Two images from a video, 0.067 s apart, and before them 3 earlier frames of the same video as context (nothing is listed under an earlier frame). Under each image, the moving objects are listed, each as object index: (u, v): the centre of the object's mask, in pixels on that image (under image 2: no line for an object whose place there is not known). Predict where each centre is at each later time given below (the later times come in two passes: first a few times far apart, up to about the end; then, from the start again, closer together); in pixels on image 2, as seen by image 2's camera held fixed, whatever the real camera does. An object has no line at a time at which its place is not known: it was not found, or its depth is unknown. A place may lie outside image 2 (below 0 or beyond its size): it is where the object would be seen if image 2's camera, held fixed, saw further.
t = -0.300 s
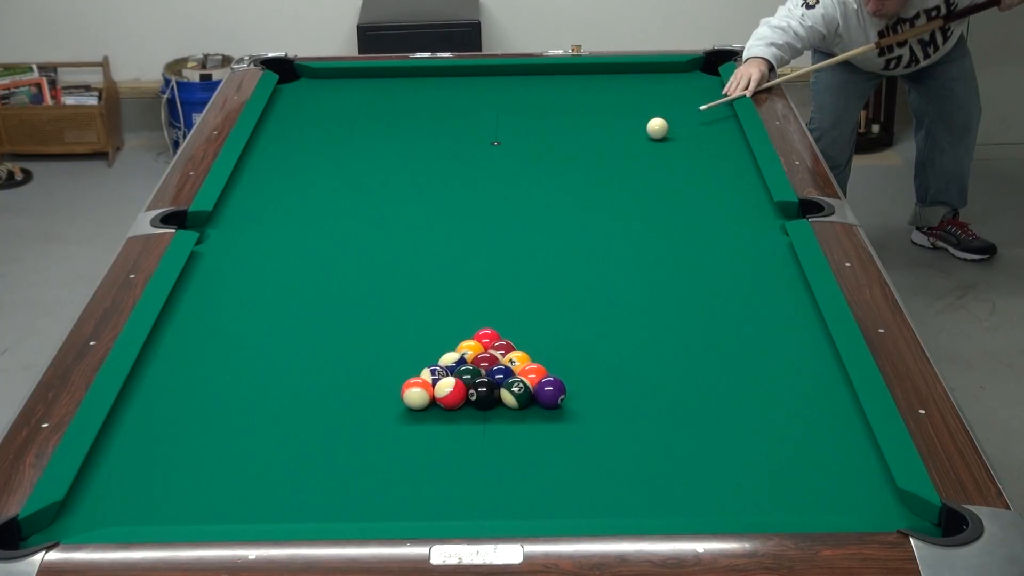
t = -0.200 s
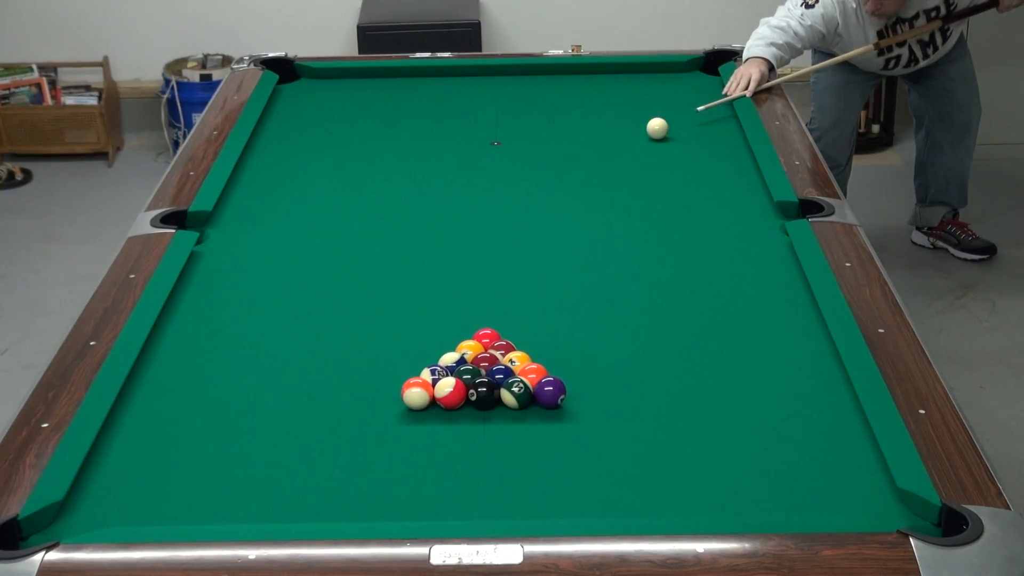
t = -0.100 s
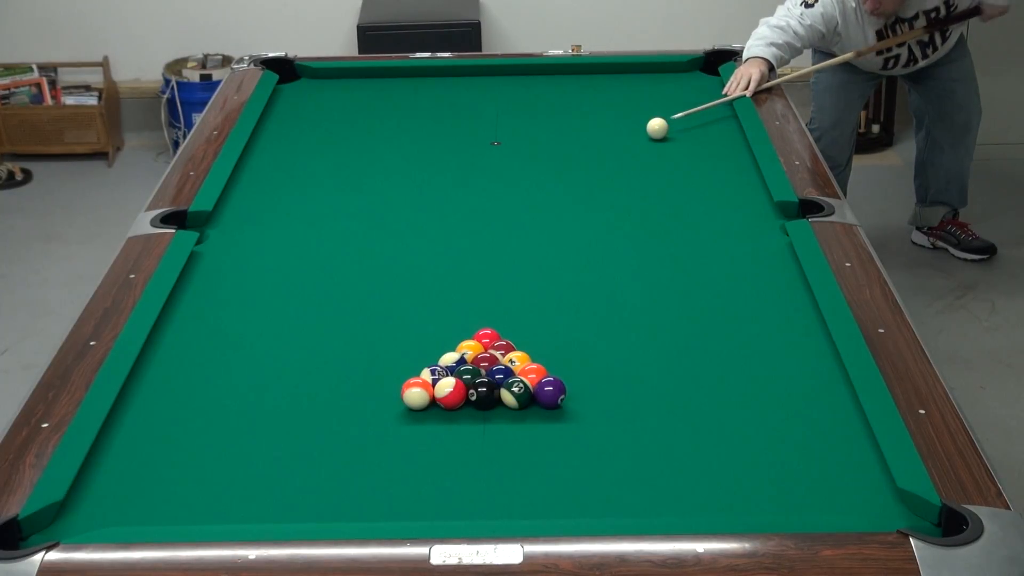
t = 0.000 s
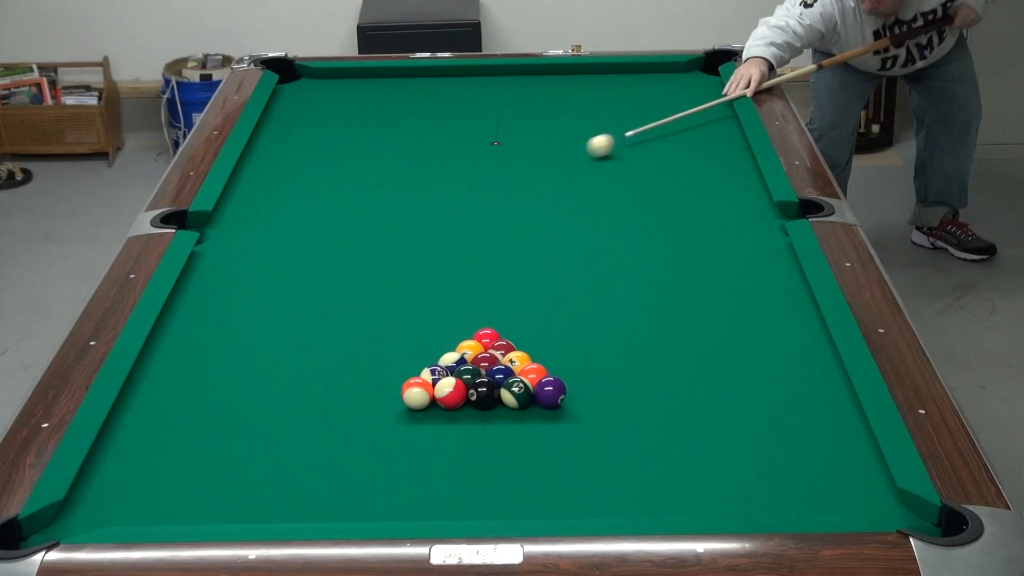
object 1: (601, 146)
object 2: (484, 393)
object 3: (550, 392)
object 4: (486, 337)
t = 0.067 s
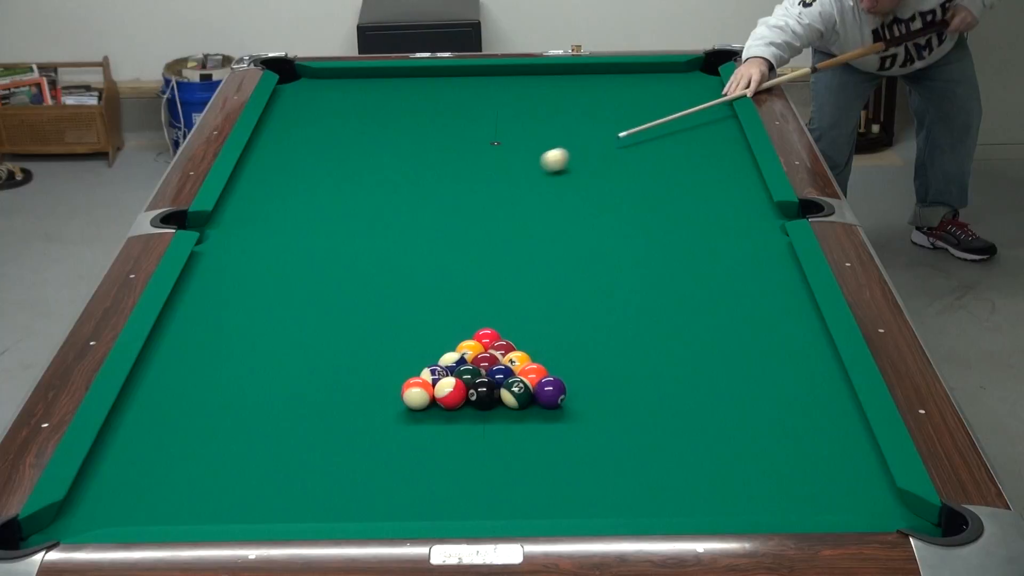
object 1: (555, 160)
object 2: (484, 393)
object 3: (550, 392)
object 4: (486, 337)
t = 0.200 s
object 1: (462, 188)
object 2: (484, 393)
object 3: (550, 392)
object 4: (486, 337)
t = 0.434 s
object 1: (281, 243)
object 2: (484, 393)
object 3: (550, 392)
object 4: (486, 337)
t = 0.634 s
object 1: (242, 283)
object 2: (484, 393)
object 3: (550, 392)
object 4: (486, 337)
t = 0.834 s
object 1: (319, 310)
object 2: (484, 393)
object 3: (550, 392)
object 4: (486, 337)
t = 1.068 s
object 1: (398, 345)
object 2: (484, 393)
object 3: (550, 392)
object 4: (486, 337)
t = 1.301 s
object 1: (424, 359)
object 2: (482, 414)
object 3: (575, 392)
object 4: (491, 334)
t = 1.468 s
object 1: (420, 363)
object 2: (481, 437)
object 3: (600, 392)
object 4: (498, 331)
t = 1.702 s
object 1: (415, 366)
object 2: (478, 470)
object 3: (633, 391)
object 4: (505, 327)
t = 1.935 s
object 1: (411, 368)
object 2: (475, 503)
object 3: (664, 390)
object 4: (510, 323)
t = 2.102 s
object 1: (408, 369)
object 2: (472, 509)
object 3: (684, 390)
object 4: (514, 320)
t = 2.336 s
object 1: (408, 369)
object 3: (711, 389)
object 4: (518, 316)
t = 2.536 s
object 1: (407, 370)
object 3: (732, 389)
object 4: (520, 314)
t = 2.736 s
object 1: (407, 370)
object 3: (751, 389)
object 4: (521, 312)
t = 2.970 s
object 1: (408, 369)
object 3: (772, 389)
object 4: (521, 310)
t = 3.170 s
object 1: (408, 369)
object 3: (788, 388)
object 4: (522, 310)
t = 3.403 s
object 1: (408, 369)
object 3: (804, 388)
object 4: (522, 310)
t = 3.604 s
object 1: (408, 370)
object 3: (816, 387)
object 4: (521, 311)
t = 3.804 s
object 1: (408, 369)
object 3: (827, 387)
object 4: (522, 310)
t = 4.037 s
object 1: (408, 370)
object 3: (836, 387)
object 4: (521, 310)
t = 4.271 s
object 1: (408, 370)
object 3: (832, 388)
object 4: (521, 310)
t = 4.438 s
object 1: (408, 369)
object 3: (830, 388)
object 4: (521, 310)
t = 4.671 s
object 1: (408, 370)
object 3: (828, 388)
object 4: (521, 310)
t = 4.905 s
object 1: (408, 370)
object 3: (828, 388)
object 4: (521, 310)
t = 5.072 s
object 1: (408, 370)
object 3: (828, 388)
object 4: (521, 310)
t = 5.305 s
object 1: (408, 369)
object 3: (828, 388)
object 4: (522, 311)
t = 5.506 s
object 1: (408, 369)
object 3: (828, 388)
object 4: (522, 311)
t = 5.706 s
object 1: (408, 369)
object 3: (828, 388)
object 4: (522, 311)
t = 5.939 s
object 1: (408, 369)
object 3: (828, 388)
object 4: (522, 311)
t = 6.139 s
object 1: (408, 369)
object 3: (828, 388)
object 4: (522, 311)
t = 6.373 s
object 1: (408, 370)
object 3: (828, 388)
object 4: (522, 311)
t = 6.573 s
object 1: (408, 370)
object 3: (828, 388)
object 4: (522, 311)
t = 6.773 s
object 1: (408, 370)
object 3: (828, 388)
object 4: (522, 310)
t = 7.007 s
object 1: (408, 369)
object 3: (828, 388)
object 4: (522, 310)
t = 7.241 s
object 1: (408, 369)
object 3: (828, 388)
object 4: (522, 311)
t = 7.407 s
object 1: (408, 369)
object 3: (828, 388)
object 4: (522, 311)
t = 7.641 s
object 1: (408, 369)
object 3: (828, 388)
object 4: (522, 311)
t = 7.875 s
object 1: (408, 369)
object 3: (828, 388)
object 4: (522, 311)
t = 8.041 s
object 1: (408, 369)
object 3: (828, 388)
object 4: (522, 310)
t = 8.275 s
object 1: (408, 369)
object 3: (828, 388)
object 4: (522, 311)
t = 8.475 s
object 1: (408, 369)
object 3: (828, 388)
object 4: (521, 310)
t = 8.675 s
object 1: (408, 369)
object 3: (828, 388)
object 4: (521, 310)
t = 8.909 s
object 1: (408, 369)
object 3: (828, 388)
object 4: (521, 310)
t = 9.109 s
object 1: (408, 370)
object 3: (828, 388)
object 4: (522, 310)
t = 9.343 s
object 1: (408, 369)
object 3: (828, 388)
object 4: (522, 310)
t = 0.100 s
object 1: (532, 167)
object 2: (484, 393)
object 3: (550, 392)
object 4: (486, 337)
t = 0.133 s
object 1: (509, 174)
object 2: (484, 393)
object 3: (550, 392)
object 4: (486, 337)
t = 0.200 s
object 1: (462, 188)
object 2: (484, 393)
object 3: (550, 392)
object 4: (486, 337)
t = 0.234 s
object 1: (438, 196)
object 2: (484, 393)
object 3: (550, 392)
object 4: (486, 337)
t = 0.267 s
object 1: (414, 203)
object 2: (484, 393)
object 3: (550, 392)
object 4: (486, 337)
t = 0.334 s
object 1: (363, 219)
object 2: (484, 393)
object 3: (550, 392)
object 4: (486, 337)
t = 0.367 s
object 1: (336, 227)
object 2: (484, 393)
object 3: (550, 392)
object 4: (486, 337)
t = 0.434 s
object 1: (281, 243)
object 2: (484, 393)
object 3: (550, 392)
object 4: (486, 337)
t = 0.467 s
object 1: (253, 253)
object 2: (484, 393)
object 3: (550, 392)
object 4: (486, 337)
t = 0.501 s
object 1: (224, 262)
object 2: (484, 393)
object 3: (550, 392)
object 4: (486, 337)
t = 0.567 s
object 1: (209, 274)
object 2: (484, 393)
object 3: (550, 392)
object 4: (486, 337)
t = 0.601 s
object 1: (226, 279)
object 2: (484, 393)
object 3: (550, 392)
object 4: (486, 337)
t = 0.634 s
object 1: (242, 283)
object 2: (484, 393)
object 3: (550, 392)
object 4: (486, 337)
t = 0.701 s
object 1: (272, 292)
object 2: (484, 393)
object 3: (550, 392)
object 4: (486, 337)
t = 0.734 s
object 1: (285, 296)
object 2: (484, 393)
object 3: (550, 392)
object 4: (486, 337)
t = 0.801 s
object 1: (308, 306)
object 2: (484, 393)
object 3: (550, 392)
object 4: (486, 337)
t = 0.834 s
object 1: (319, 310)
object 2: (484, 393)
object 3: (550, 392)
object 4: (486, 337)
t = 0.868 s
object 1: (330, 315)
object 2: (484, 393)
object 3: (550, 392)
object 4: (486, 337)
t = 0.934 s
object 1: (352, 325)
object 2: (484, 393)
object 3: (550, 392)
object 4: (486, 337)
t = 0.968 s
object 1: (364, 330)
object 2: (484, 393)
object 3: (550, 392)
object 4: (486, 337)
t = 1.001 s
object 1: (375, 335)
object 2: (484, 393)
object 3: (550, 393)
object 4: (486, 337)
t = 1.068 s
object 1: (398, 345)
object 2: (484, 393)
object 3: (550, 392)
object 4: (486, 337)
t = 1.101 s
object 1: (410, 350)
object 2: (484, 393)
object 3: (550, 392)
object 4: (486, 337)
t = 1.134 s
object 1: (421, 354)
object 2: (484, 393)
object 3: (550, 393)
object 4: (486, 337)
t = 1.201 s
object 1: (426, 356)
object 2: (484, 401)
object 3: (559, 392)
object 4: (488, 336)
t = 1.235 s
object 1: (425, 357)
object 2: (483, 406)
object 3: (564, 392)
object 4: (489, 335)
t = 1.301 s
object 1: (424, 359)
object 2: (482, 414)
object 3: (575, 392)
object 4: (491, 334)
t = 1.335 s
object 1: (423, 359)
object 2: (482, 419)
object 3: (580, 392)
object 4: (493, 334)
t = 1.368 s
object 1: (422, 360)
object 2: (482, 424)
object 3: (585, 392)
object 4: (494, 333)
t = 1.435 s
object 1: (421, 362)
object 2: (481, 433)
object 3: (595, 392)
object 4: (496, 332)
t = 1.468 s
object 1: (420, 363)
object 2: (481, 437)
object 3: (600, 392)
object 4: (498, 331)
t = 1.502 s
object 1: (420, 363)
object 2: (480, 442)
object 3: (605, 391)
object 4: (499, 330)
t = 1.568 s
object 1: (418, 364)
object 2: (479, 451)
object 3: (614, 391)
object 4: (501, 329)
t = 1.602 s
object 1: (417, 365)
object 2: (479, 456)
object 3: (619, 391)
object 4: (502, 328)
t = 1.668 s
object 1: (416, 365)
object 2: (478, 464)
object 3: (629, 391)
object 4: (504, 327)
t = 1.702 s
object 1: (415, 366)
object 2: (478, 470)
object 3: (633, 391)
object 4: (505, 327)
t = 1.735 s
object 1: (414, 366)
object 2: (478, 474)
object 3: (637, 391)
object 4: (505, 326)
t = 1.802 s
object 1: (413, 367)
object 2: (477, 484)
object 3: (647, 391)
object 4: (507, 325)
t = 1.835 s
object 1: (412, 367)
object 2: (476, 488)
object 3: (651, 391)
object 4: (508, 325)
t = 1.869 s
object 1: (412, 368)
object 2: (476, 493)
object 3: (655, 391)
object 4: (509, 324)
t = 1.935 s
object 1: (411, 368)
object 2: (475, 503)
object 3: (664, 390)
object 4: (510, 323)
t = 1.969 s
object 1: (410, 368)
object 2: (474, 506)
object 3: (668, 390)
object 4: (511, 322)
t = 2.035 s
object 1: (409, 369)
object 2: (473, 511)
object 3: (676, 390)
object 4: (512, 321)
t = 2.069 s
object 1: (409, 369)
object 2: (473, 510)
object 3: (680, 390)
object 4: (513, 320)
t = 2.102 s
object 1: (408, 369)
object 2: (472, 509)
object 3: (684, 390)
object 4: (514, 320)
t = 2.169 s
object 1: (408, 369)
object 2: (472, 506)
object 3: (692, 390)
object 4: (515, 319)
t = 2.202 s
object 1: (408, 369)
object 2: (471, 504)
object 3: (696, 390)
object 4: (516, 318)
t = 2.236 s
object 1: (408, 369)
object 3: (700, 390)
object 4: (516, 318)
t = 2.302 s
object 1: (408, 369)
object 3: (707, 390)
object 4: (517, 317)
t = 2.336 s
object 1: (408, 369)
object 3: (711, 389)
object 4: (518, 316)
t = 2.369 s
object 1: (408, 369)
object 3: (714, 389)
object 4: (518, 316)
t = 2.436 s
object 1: (408, 369)
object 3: (721, 389)
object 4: (519, 315)
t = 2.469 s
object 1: (408, 369)
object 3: (725, 389)
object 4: (519, 314)
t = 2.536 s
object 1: (407, 370)
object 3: (732, 389)
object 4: (520, 314)
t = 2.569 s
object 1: (408, 369)
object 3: (735, 389)
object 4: (520, 313)
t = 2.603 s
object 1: (408, 369)
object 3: (739, 389)
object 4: (521, 313)
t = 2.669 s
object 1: (408, 369)
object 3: (745, 389)
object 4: (521, 312)
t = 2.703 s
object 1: (408, 369)
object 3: (748, 389)
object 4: (521, 312)
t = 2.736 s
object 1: (407, 370)
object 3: (751, 389)
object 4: (521, 312)
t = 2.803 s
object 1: (408, 369)
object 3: (757, 389)
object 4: (521, 311)
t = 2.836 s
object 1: (408, 369)
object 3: (760, 389)
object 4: (521, 311)
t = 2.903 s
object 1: (408, 369)
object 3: (766, 389)
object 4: (521, 311)
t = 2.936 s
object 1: (408, 369)
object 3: (769, 389)
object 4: (521, 310)
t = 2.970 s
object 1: (408, 369)
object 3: (772, 389)
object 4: (521, 310)
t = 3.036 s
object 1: (408, 369)
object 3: (777, 388)
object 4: (521, 310)
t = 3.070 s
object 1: (408, 370)
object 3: (780, 388)
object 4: (521, 310)
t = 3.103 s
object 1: (408, 369)
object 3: (782, 388)
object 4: (521, 310)
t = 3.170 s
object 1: (408, 369)
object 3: (788, 388)
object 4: (522, 310)
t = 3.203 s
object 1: (408, 369)
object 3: (790, 388)
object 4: (522, 310)
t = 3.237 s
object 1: (408, 369)
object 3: (793, 388)
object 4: (522, 310)
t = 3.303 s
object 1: (408, 369)
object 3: (797, 388)
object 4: (522, 310)
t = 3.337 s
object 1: (408, 369)
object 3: (799, 388)
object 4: (522, 310)
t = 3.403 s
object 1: (408, 369)
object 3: (804, 388)
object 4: (522, 310)
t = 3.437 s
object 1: (408, 370)
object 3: (806, 388)
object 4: (522, 310)
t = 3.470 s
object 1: (408, 369)
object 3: (808, 388)
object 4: (521, 310)
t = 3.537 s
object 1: (408, 370)
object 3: (812, 388)
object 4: (521, 311)
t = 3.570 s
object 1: (408, 370)
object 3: (814, 387)
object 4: (521, 311)
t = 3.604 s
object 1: (408, 370)
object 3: (816, 387)
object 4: (521, 311)
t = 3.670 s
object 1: (408, 370)
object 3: (820, 387)
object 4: (522, 311)
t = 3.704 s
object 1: (408, 370)
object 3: (822, 387)
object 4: (521, 311)
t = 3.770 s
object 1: (408, 370)
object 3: (825, 387)
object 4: (521, 310)
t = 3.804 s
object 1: (408, 369)
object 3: (827, 387)
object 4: (522, 310)
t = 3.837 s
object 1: (408, 370)
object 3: (828, 387)
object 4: (522, 310)
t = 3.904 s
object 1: (408, 370)
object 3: (832, 387)
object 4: (522, 311)
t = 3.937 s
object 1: (408, 370)
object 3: (833, 387)
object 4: (521, 310)
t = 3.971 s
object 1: (408, 370)
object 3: (834, 387)
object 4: (521, 310)
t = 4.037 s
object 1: (408, 370)
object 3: (836, 387)
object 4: (521, 310)
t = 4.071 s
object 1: (408, 370)
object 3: (835, 387)
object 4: (521, 310)
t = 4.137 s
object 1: (408, 370)
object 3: (834, 387)
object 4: (522, 310)
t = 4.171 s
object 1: (408, 370)
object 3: (833, 387)
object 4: (522, 310)
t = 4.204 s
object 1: (408, 370)
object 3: (833, 387)
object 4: (522, 310)
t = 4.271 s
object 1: (408, 370)
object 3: (832, 388)
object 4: (521, 310)
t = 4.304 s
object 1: (408, 369)
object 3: (831, 388)
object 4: (521, 311)
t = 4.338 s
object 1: (408, 369)
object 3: (831, 388)
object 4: (521, 310)
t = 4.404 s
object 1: (408, 369)
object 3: (830, 388)
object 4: (522, 310)
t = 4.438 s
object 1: (408, 369)
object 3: (830, 388)
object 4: (521, 310)
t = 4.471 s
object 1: (408, 369)
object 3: (829, 388)
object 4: (521, 310)
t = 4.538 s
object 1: (408, 370)
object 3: (829, 388)
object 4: (521, 310)
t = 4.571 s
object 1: (408, 370)
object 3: (829, 388)
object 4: (521, 310)
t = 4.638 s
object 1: (408, 370)
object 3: (828, 388)
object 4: (521, 310)
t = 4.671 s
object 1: (408, 370)
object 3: (828, 388)
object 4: (521, 310)
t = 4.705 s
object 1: (408, 369)
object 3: (828, 388)
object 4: (521, 310)
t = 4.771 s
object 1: (408, 370)
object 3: (828, 388)
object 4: (521, 310)
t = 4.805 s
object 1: (408, 370)
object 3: (828, 388)
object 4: (521, 310)
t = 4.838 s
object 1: (408, 370)
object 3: (828, 388)
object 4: (521, 310)
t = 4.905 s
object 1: (408, 370)
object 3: (828, 388)
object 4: (521, 310)
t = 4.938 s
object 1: (408, 370)
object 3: (828, 388)
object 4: (521, 310)
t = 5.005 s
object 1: (408, 370)
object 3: (828, 388)
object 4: (521, 310)
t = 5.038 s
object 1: (408, 370)
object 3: (828, 388)
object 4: (521, 310)
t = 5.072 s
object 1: (408, 370)
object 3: (828, 388)
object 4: (521, 310)
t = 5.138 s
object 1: (408, 370)
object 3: (828, 388)
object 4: (522, 310)
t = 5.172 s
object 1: (408, 370)
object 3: (828, 388)
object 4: (521, 310)
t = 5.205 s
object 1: (408, 369)
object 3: (828, 388)
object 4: (522, 310)
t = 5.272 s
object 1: (408, 370)
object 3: (828, 388)
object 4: (522, 310)
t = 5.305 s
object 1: (408, 369)
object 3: (828, 388)
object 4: (522, 311)
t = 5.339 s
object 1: (408, 369)
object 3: (828, 388)
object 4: (522, 310)
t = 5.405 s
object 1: (408, 369)
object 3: (828, 388)
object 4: (522, 311)
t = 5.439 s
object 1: (408, 369)
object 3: (828, 388)
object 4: (522, 311)
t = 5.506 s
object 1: (408, 369)
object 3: (828, 388)
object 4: (522, 311)
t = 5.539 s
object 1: (408, 369)
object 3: (828, 388)
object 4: (522, 311)
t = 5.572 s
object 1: (408, 369)
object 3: (828, 388)
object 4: (522, 311)
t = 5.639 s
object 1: (408, 369)
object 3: (828, 388)
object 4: (522, 311)
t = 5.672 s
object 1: (408, 369)
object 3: (828, 388)
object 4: (522, 311)
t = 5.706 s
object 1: (408, 369)
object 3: (828, 388)
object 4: (522, 311)
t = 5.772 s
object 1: (408, 369)
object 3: (828, 388)
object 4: (522, 311)
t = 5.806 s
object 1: (408, 369)
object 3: (828, 388)
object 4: (522, 311)
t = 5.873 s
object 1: (408, 369)
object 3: (828, 388)
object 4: (522, 311)
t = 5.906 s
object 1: (408, 369)
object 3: (828, 388)
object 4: (522, 311)
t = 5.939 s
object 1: (408, 369)
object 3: (828, 388)
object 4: (522, 311)
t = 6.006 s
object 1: (408, 369)
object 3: (828, 388)
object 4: (522, 311)
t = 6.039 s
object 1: (408, 369)
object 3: (828, 388)
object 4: (522, 311)
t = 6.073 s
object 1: (408, 369)
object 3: (828, 388)
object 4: (522, 311)
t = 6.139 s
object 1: (408, 369)
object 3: (828, 388)
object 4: (522, 311)
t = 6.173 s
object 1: (408, 369)
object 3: (828, 388)
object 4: (522, 311)
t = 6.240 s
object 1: (408, 369)
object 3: (828, 388)
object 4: (522, 311)
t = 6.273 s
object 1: (408, 369)
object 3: (828, 388)
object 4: (522, 311)
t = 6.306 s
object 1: (408, 369)
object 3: (828, 388)
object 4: (522, 311)
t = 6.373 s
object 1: (408, 370)
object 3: (828, 388)
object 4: (522, 311)
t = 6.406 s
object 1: (408, 369)
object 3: (828, 388)
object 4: (522, 311)
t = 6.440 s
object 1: (408, 369)
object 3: (828, 388)
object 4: (522, 311)
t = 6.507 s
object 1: (408, 370)
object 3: (828, 388)
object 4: (522, 311)
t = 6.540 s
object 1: (408, 370)
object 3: (828, 388)
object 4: (522, 311)
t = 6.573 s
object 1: (408, 370)
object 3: (828, 388)
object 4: (522, 311)
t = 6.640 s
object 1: (408, 369)
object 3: (828, 388)
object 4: (522, 311)
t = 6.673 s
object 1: (408, 370)
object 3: (828, 388)
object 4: (522, 311)
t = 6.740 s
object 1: (408, 370)
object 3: (828, 388)
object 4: (522, 310)
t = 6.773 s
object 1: (408, 370)
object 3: (828, 388)
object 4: (522, 310)
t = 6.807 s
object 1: (408, 369)
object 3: (828, 388)
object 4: (522, 310)
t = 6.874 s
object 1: (408, 369)
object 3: (828, 388)
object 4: (522, 310)
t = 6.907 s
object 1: (408, 369)
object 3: (828, 388)
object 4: (522, 310)
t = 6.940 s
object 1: (408, 369)
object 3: (828, 388)
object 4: (522, 310)
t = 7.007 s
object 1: (408, 369)
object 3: (828, 388)
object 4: (522, 310)
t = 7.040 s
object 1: (408, 369)
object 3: (828, 388)
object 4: (522, 311)
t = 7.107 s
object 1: (408, 369)
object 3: (828, 388)
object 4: (522, 311)
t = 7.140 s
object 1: (408, 369)
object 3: (828, 388)
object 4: (522, 311)
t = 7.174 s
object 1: (408, 369)
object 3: (828, 388)
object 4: (522, 311)
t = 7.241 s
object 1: (408, 369)
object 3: (828, 388)
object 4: (522, 311)
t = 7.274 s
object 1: (408, 369)
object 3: (828, 388)
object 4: (522, 311)
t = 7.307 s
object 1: (408, 369)
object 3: (828, 388)
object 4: (522, 311)
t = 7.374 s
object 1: (408, 369)
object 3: (828, 388)
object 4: (522, 311)
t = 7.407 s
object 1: (408, 369)
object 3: (828, 388)
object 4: (522, 311)
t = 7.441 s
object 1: (408, 369)
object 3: (828, 388)
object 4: (522, 311)
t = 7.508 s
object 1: (408, 369)
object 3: (828, 388)
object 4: (522, 311)
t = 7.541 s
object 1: (408, 369)
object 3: (828, 388)
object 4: (522, 311)
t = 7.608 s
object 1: (408, 369)
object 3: (828, 388)
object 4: (522, 311)
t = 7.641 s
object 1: (408, 369)
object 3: (828, 388)
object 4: (522, 311)
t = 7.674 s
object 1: (408, 369)
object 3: (828, 388)
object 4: (522, 311)
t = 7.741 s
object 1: (408, 369)
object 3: (828, 388)
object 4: (522, 311)
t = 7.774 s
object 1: (408, 369)
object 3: (828, 388)
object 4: (522, 311)
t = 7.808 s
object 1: (408, 369)
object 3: (828, 388)
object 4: (522, 311)
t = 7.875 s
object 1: (408, 369)
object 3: (828, 388)
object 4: (522, 311)
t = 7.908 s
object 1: (408, 369)
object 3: (828, 388)
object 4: (522, 311)
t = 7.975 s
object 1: (408, 369)
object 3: (828, 388)
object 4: (522, 311)
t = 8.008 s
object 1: (408, 369)
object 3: (828, 388)
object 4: (522, 311)
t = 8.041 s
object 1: (408, 369)
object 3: (828, 388)
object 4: (522, 310)
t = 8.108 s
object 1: (408, 369)
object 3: (828, 388)
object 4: (521, 310)
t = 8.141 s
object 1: (408, 369)
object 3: (828, 388)
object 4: (521, 310)
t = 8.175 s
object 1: (408, 369)
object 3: (828, 388)
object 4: (522, 310)
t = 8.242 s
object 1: (408, 369)
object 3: (828, 388)
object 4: (522, 310)
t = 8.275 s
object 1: (408, 369)
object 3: (828, 388)
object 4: (522, 311)
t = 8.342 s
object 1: (408, 369)
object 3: (828, 388)
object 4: (522, 310)
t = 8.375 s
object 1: (408, 369)
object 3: (828, 388)
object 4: (522, 311)
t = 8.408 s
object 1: (408, 369)
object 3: (828, 388)
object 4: (522, 311)
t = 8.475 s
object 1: (408, 369)
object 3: (828, 388)
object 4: (521, 310)
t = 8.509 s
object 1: (408, 369)
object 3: (828, 388)
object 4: (521, 310)
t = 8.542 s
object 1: (408, 369)
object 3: (828, 388)
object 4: (521, 311)
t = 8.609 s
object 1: (408, 369)
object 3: (828, 388)
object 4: (521, 311)
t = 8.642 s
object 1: (408, 369)
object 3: (828, 388)
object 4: (521, 311)
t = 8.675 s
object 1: (408, 369)
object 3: (828, 388)
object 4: (521, 310)
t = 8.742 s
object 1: (408, 369)
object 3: (828, 388)
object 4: (521, 311)
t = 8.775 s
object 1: (408, 369)
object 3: (828, 388)
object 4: (521, 310)
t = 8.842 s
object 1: (408, 369)
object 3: (828, 388)
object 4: (522, 310)
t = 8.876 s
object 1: (408, 369)
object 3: (828, 388)
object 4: (521, 310)
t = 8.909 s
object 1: (408, 369)
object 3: (828, 388)
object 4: (521, 310)
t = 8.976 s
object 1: (408, 369)
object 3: (828, 388)
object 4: (522, 310)
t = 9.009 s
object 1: (408, 369)
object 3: (828, 388)
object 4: (521, 310)
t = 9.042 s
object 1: (408, 370)
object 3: (828, 388)
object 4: (522, 311)
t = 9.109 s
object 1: (408, 370)
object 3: (828, 388)
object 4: (522, 310)
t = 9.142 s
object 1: (408, 369)
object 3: (828, 388)
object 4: (522, 310)
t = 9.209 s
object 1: (408, 369)
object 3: (828, 388)
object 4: (522, 310)
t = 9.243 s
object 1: (408, 369)
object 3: (828, 388)
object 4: (522, 310)
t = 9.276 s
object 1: (408, 369)
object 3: (828, 388)
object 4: (522, 310)
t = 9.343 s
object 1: (408, 369)
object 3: (828, 388)
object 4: (522, 310)
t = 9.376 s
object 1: (408, 369)
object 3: (828, 388)
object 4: (522, 311)
